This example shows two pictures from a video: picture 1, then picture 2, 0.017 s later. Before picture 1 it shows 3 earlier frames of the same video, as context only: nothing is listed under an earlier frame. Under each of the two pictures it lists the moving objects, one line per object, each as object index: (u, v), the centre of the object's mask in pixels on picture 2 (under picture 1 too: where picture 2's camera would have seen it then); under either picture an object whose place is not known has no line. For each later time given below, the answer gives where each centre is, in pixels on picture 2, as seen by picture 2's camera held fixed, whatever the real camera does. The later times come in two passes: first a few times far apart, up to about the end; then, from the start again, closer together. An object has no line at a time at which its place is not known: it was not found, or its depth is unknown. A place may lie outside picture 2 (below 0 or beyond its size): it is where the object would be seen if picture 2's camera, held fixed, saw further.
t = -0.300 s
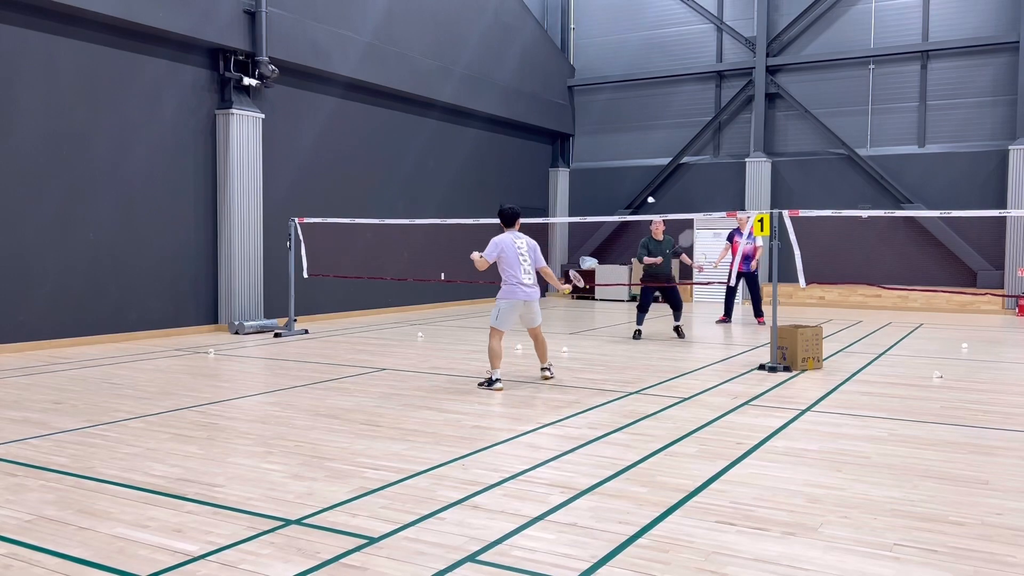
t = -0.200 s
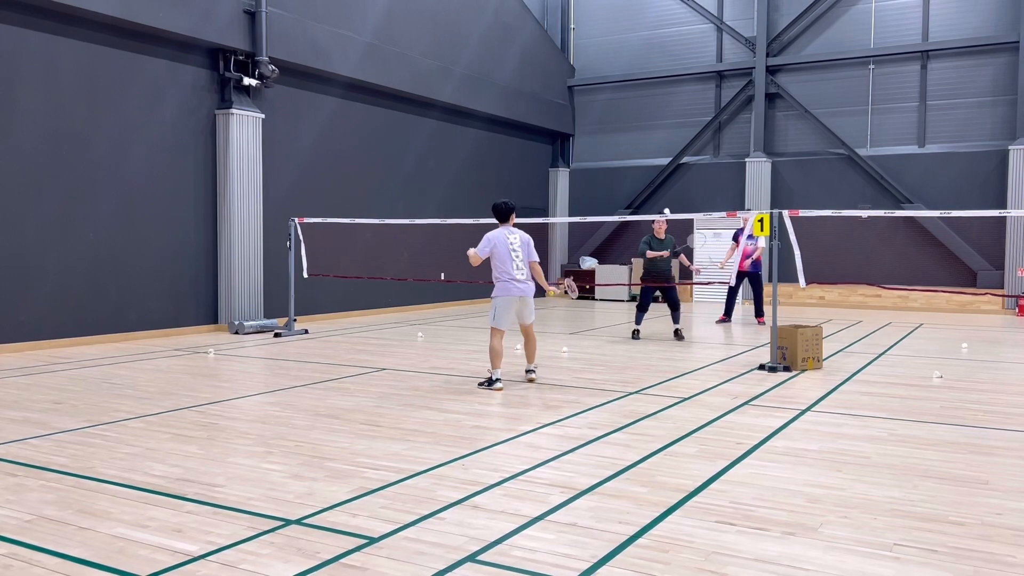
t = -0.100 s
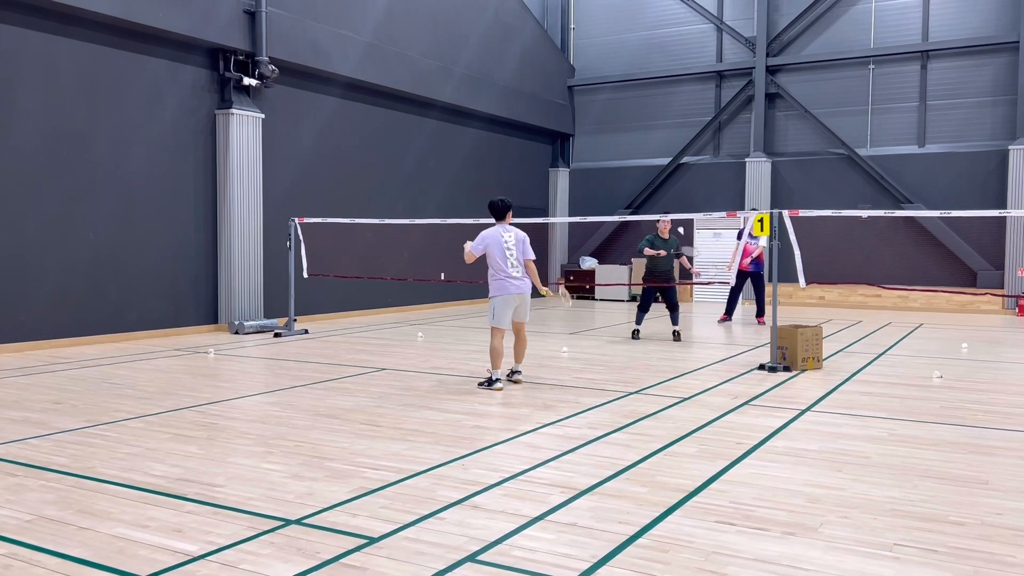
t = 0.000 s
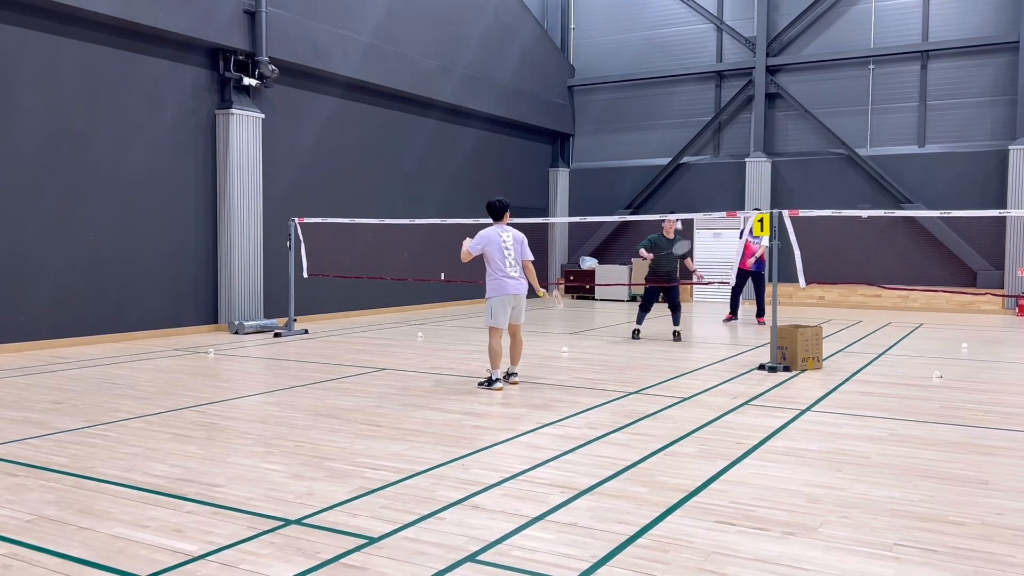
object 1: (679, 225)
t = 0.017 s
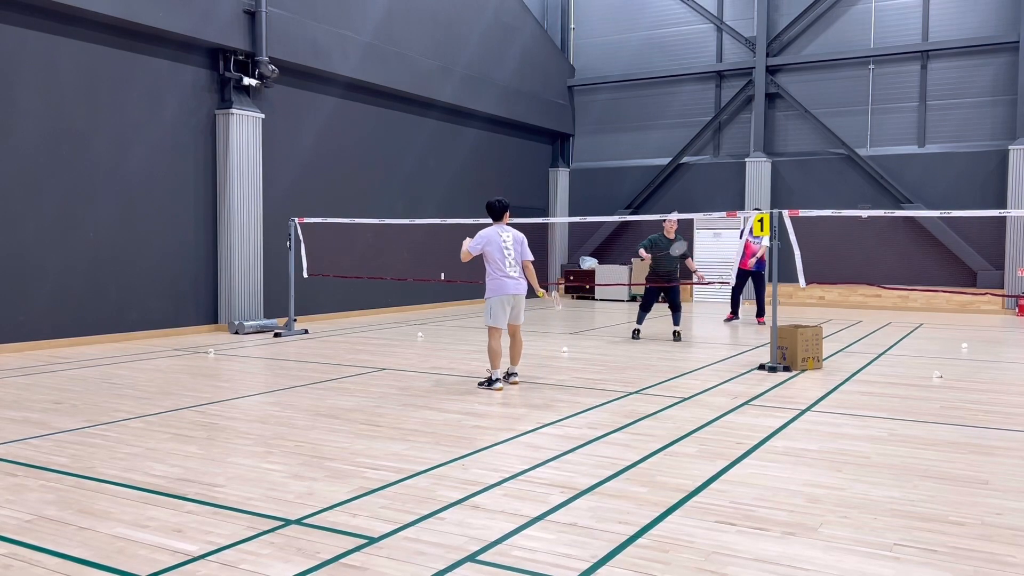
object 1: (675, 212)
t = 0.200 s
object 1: (637, 149)
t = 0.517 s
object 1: (570, 118)
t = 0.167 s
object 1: (646, 157)
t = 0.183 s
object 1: (641, 153)
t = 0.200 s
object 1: (637, 149)
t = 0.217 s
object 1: (633, 146)
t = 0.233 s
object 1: (629, 142)
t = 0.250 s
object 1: (625, 139)
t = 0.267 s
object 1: (622, 135)
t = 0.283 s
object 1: (618, 133)
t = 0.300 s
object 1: (615, 130)
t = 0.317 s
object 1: (612, 127)
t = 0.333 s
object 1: (609, 125)
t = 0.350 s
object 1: (606, 123)
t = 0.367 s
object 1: (603, 121)
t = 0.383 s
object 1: (599, 119)
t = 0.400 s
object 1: (595, 118)
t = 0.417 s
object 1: (592, 117)
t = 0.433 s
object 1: (589, 116)
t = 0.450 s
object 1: (585, 116)
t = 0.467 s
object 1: (581, 116)
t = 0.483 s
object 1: (578, 116)
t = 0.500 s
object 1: (574, 117)
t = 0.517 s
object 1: (570, 118)
